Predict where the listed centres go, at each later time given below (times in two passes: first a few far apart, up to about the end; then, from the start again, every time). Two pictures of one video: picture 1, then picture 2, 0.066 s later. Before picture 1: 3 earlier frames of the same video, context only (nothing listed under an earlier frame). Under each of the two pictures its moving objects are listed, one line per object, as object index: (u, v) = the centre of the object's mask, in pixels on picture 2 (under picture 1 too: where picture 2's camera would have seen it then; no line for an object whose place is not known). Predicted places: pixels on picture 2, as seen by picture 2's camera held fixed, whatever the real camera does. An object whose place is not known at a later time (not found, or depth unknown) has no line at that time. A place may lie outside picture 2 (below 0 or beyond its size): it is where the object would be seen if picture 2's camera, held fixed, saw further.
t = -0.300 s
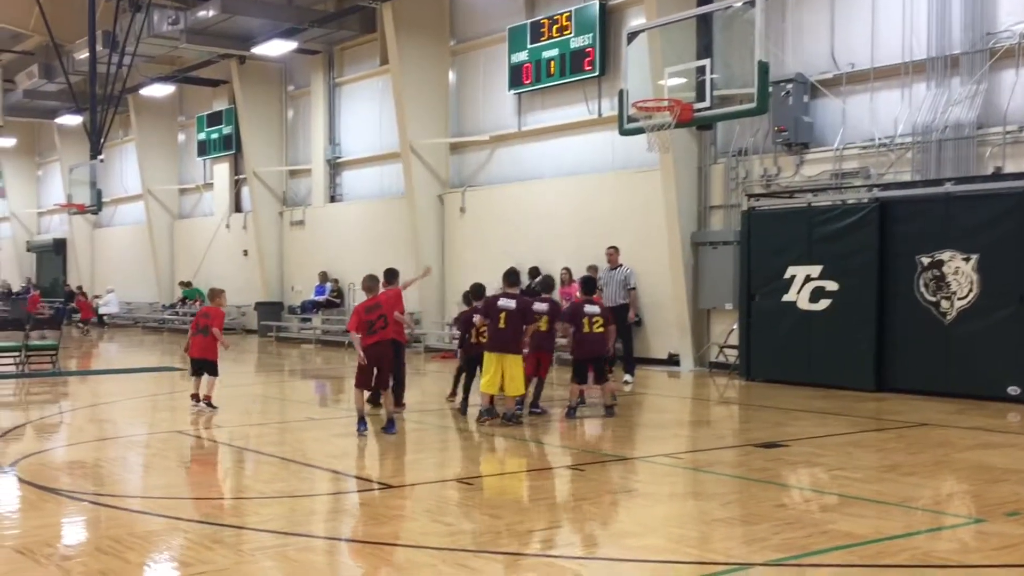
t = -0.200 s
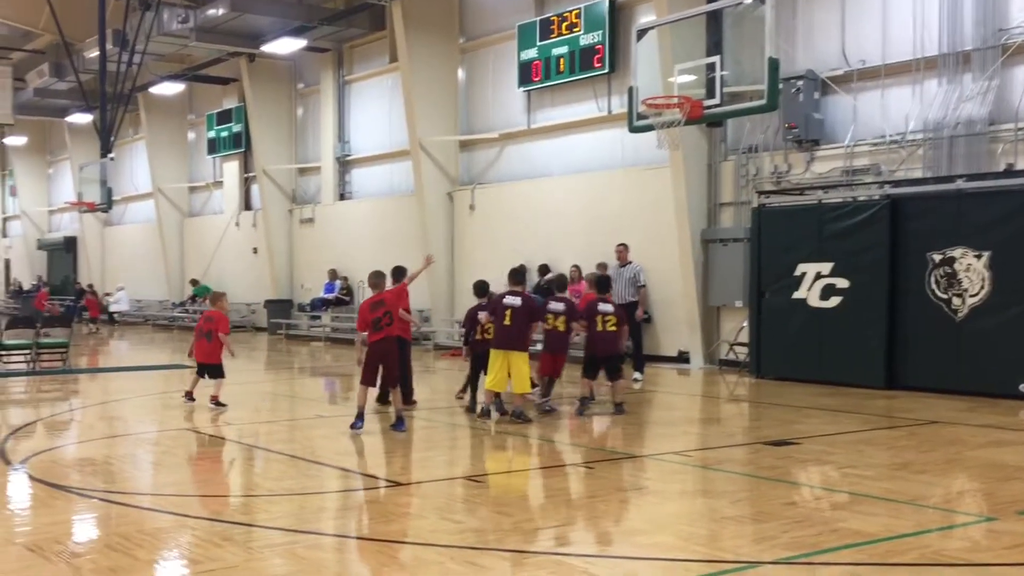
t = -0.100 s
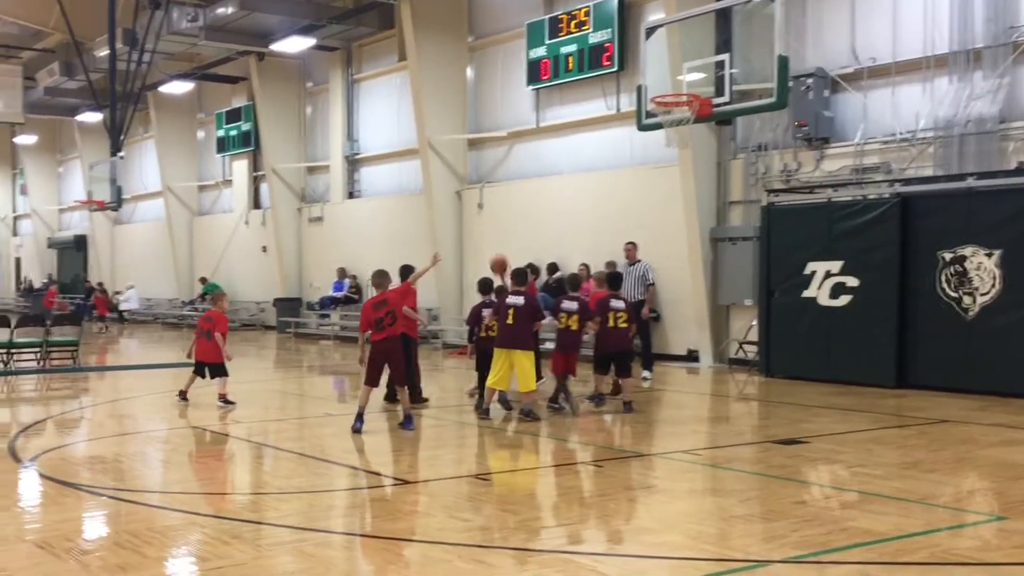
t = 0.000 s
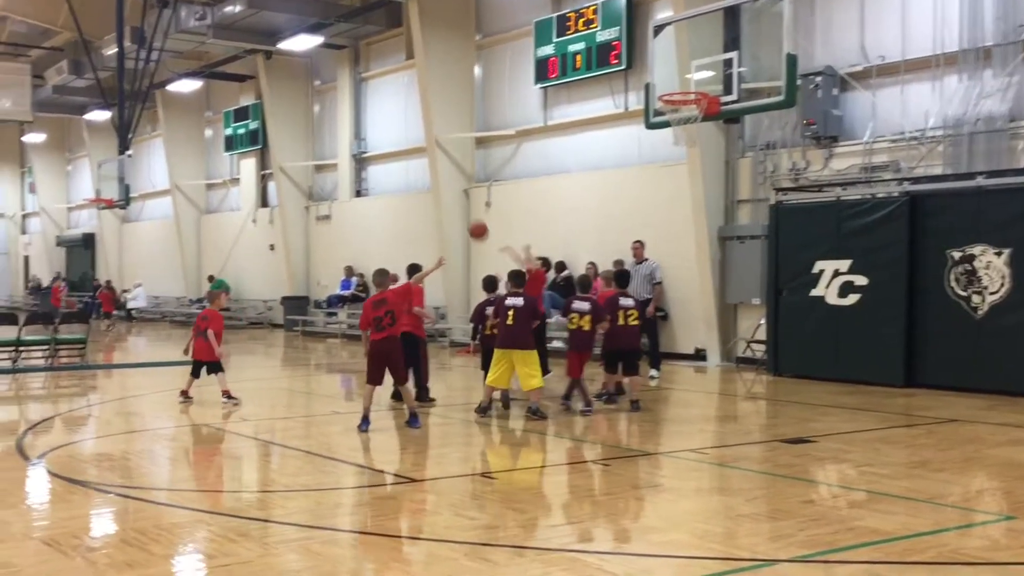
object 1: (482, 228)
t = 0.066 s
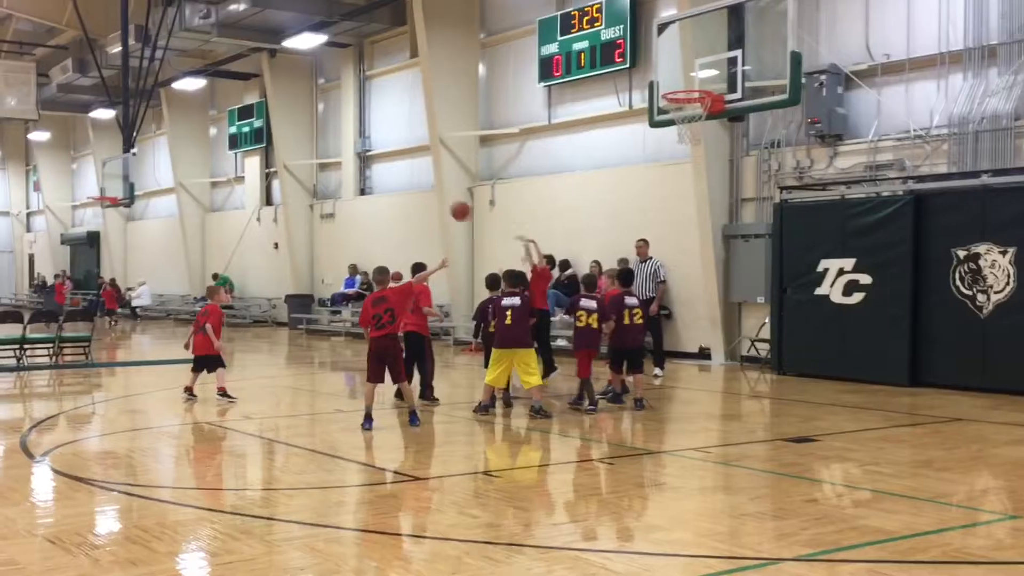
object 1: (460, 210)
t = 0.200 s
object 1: (417, 185)
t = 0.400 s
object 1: (350, 175)
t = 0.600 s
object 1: (283, 200)
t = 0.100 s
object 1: (450, 202)
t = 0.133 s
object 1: (439, 195)
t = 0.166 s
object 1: (428, 190)
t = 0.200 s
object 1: (417, 185)
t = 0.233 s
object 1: (406, 181)
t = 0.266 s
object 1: (395, 178)
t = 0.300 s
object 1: (384, 175)
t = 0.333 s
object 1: (373, 175)
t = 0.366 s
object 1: (362, 174)
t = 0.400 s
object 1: (350, 175)
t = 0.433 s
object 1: (339, 176)
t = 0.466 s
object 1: (327, 180)
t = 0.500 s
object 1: (316, 183)
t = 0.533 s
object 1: (305, 188)
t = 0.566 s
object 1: (293, 193)
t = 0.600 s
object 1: (283, 200)
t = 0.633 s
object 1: (271, 208)
